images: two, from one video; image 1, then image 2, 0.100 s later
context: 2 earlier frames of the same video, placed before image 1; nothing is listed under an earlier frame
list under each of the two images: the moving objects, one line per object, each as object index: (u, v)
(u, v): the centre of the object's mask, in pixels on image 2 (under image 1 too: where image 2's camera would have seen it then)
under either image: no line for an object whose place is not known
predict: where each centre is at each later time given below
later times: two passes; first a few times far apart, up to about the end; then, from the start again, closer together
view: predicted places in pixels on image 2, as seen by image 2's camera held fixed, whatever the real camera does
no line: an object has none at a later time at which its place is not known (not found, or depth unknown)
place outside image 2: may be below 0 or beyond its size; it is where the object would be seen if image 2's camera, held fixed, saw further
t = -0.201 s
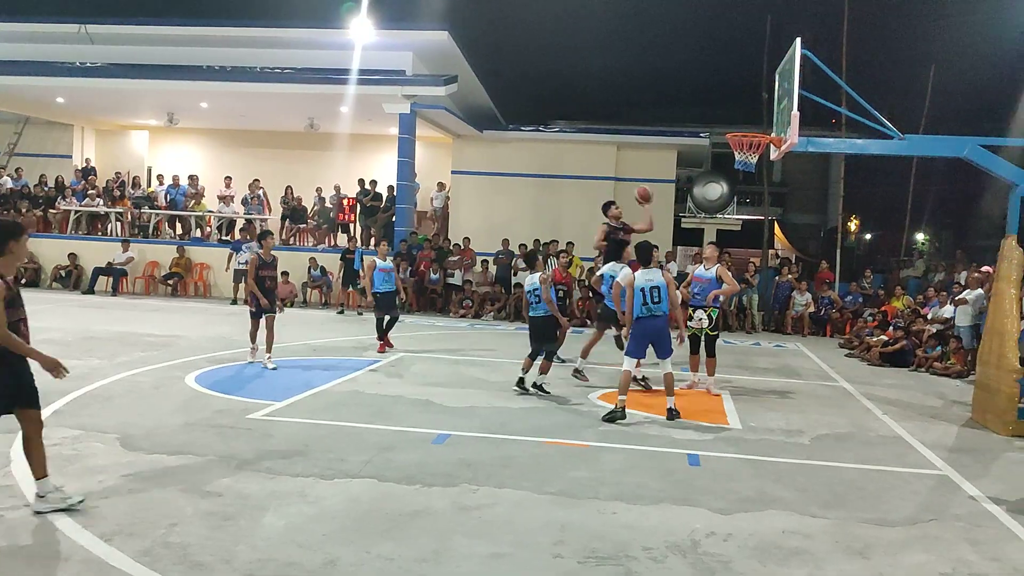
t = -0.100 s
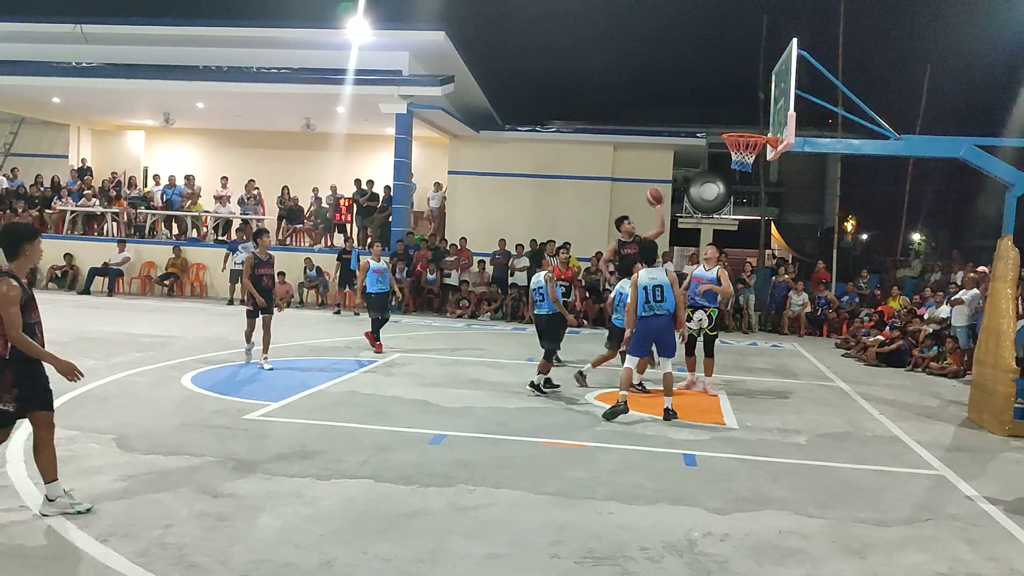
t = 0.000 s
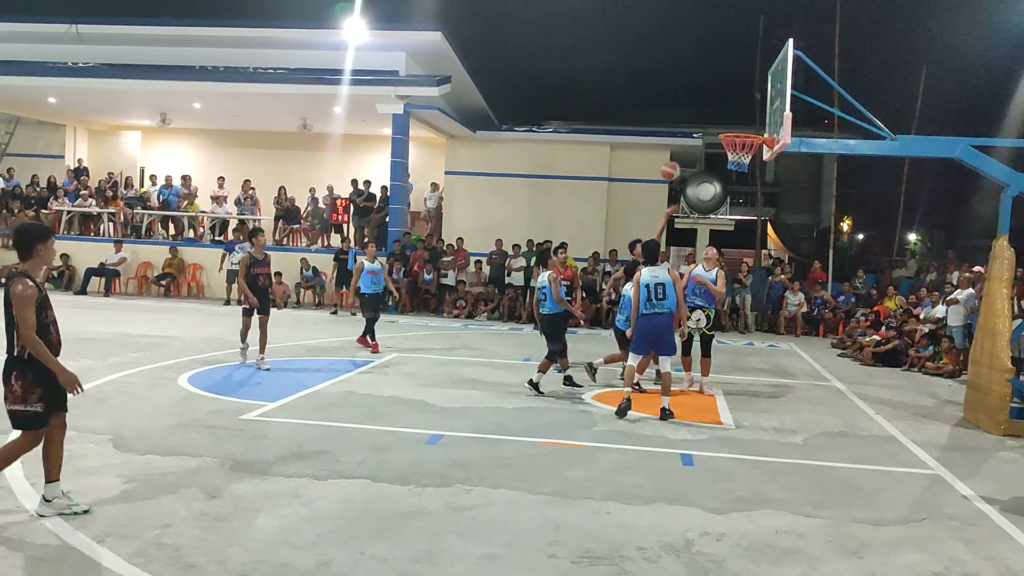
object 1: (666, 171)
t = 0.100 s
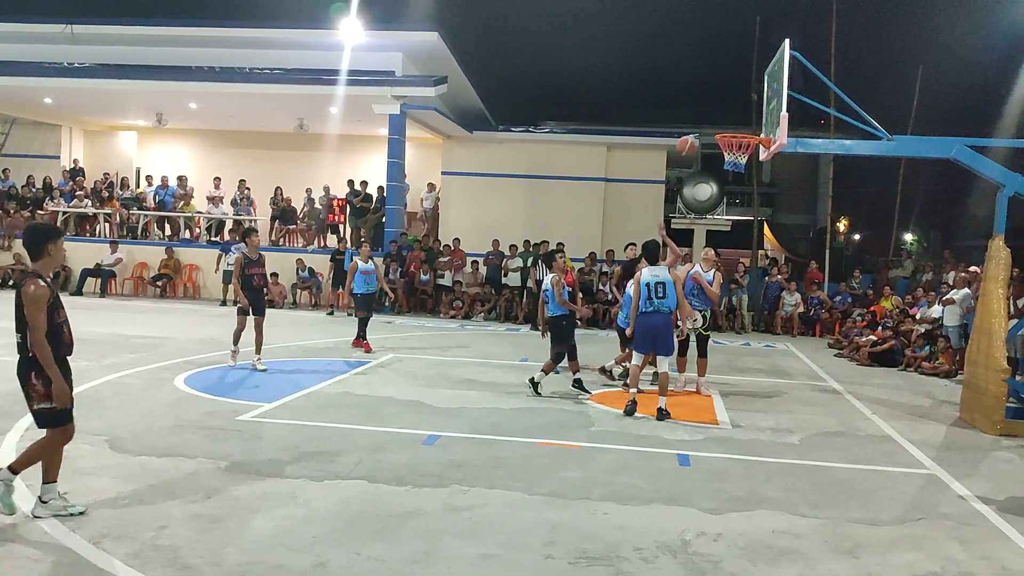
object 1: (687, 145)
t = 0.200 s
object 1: (707, 126)
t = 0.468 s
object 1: (756, 115)
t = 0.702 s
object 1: (722, 147)
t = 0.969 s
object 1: (740, 181)
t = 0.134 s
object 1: (693, 139)
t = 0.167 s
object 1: (700, 131)
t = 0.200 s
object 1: (707, 126)
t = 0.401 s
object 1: (748, 113)
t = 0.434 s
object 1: (755, 113)
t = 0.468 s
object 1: (756, 115)
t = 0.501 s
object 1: (751, 118)
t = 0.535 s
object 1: (746, 121)
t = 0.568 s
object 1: (741, 125)
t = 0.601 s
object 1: (736, 128)
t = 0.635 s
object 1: (730, 133)
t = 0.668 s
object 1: (724, 145)
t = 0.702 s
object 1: (722, 147)
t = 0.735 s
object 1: (721, 147)
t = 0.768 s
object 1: (722, 147)
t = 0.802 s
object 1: (726, 152)
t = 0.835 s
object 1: (727, 161)
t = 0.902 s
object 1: (735, 169)
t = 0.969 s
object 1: (740, 181)
